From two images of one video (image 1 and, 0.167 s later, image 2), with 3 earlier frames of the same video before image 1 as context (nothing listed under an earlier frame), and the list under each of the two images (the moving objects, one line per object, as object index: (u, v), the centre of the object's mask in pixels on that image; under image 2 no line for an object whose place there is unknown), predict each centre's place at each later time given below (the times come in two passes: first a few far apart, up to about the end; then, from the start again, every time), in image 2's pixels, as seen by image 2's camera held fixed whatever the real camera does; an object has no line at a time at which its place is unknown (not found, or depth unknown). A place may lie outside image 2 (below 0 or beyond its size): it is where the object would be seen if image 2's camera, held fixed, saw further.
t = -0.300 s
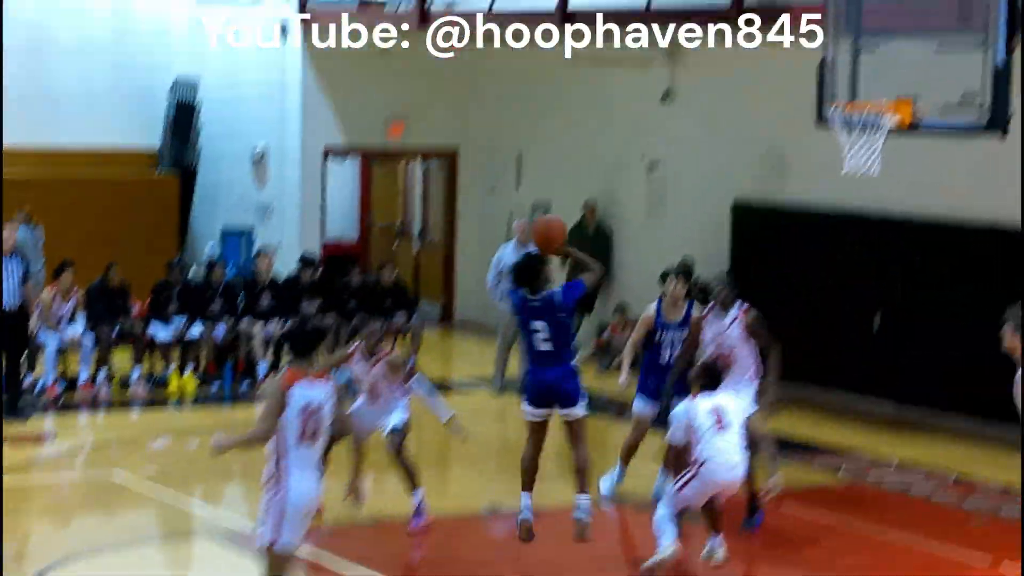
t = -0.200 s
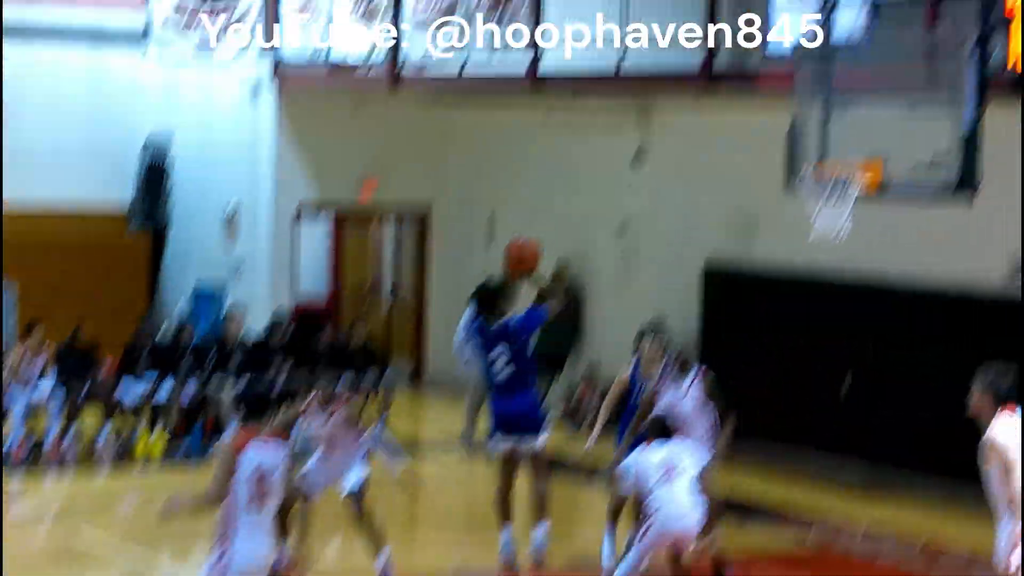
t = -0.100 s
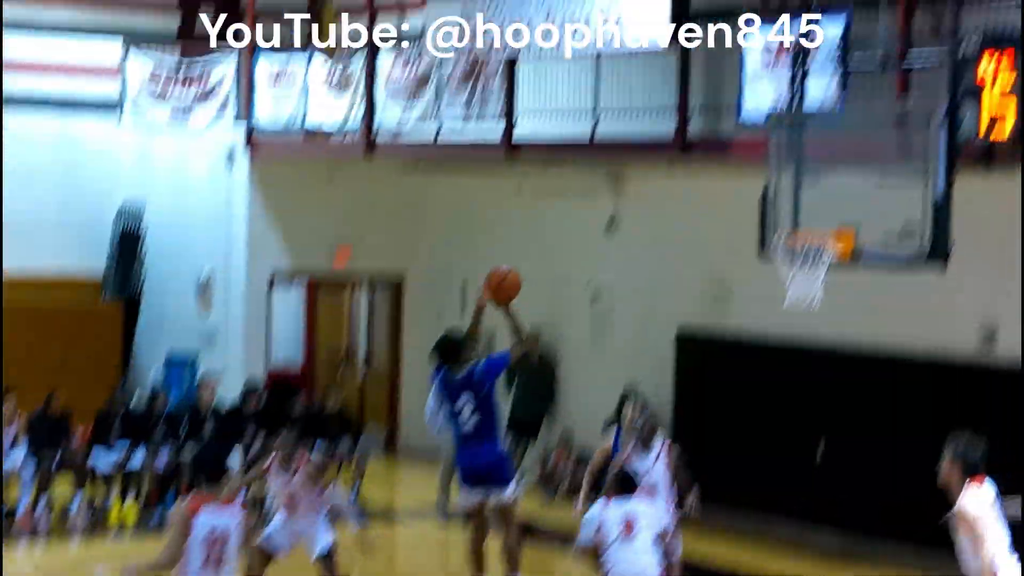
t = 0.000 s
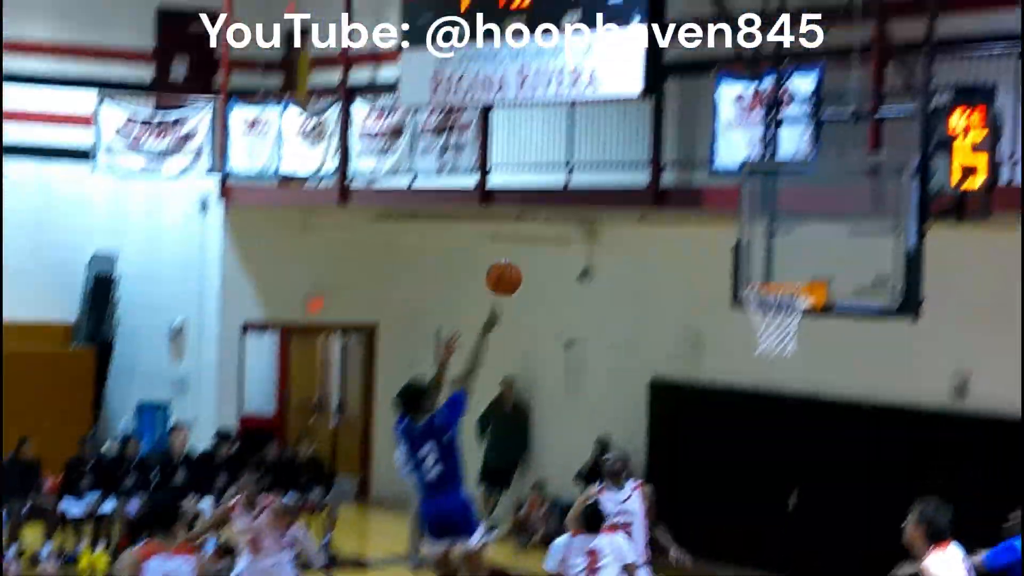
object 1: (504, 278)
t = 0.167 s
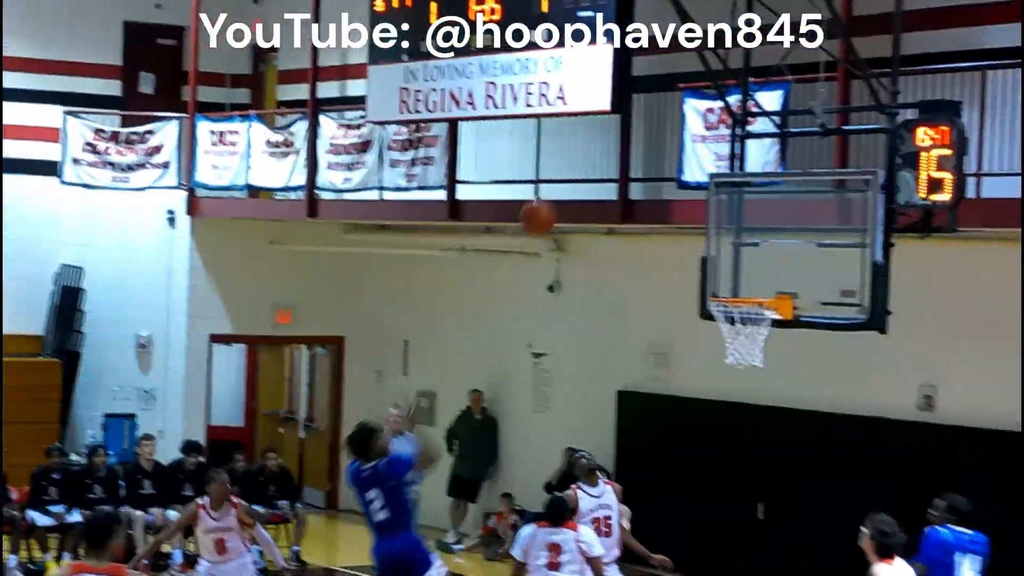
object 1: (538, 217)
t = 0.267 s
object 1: (574, 196)
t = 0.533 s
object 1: (668, 199)
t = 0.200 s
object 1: (549, 209)
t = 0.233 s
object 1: (561, 202)
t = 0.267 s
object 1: (574, 196)
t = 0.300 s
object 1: (587, 190)
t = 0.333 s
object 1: (599, 186)
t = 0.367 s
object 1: (612, 184)
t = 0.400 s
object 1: (623, 184)
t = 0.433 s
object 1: (635, 186)
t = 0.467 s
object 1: (647, 189)
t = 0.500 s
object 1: (657, 194)
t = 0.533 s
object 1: (668, 199)
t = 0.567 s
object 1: (678, 207)
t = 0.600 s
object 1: (691, 215)
